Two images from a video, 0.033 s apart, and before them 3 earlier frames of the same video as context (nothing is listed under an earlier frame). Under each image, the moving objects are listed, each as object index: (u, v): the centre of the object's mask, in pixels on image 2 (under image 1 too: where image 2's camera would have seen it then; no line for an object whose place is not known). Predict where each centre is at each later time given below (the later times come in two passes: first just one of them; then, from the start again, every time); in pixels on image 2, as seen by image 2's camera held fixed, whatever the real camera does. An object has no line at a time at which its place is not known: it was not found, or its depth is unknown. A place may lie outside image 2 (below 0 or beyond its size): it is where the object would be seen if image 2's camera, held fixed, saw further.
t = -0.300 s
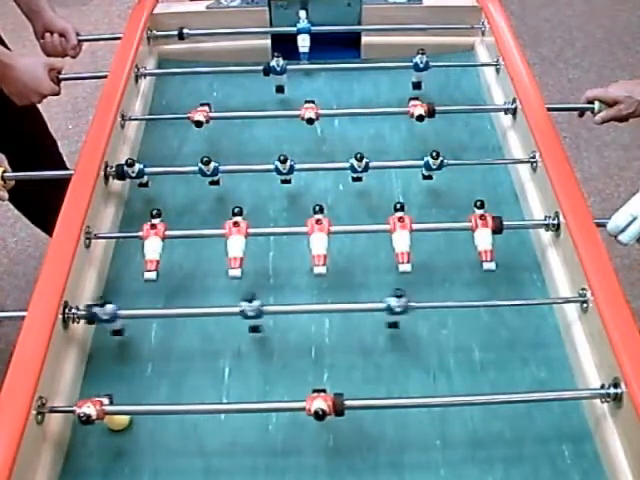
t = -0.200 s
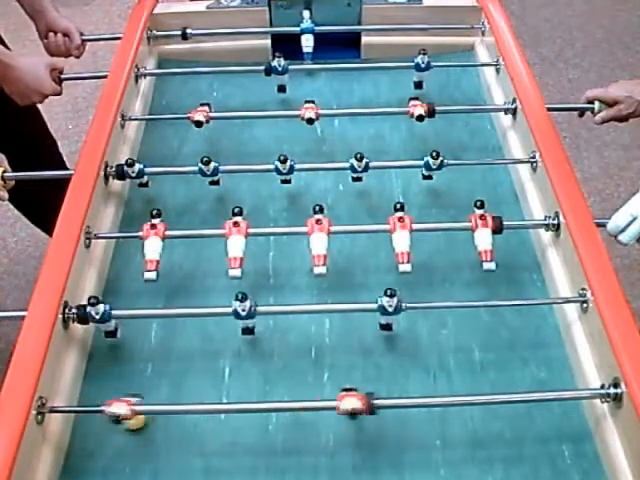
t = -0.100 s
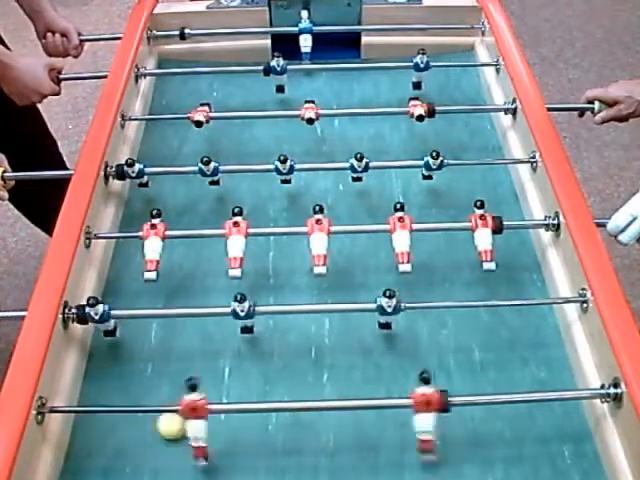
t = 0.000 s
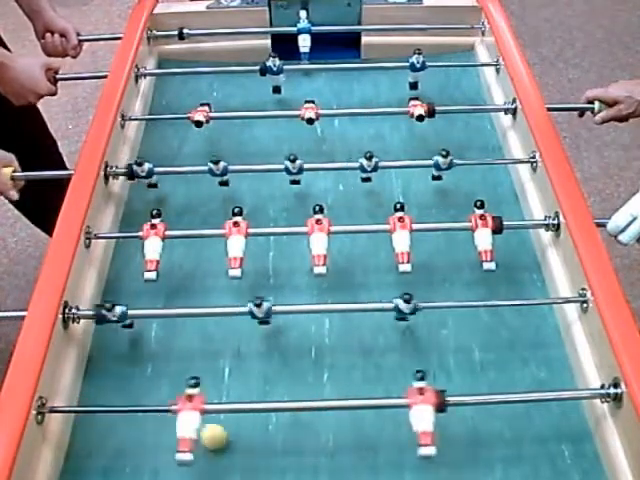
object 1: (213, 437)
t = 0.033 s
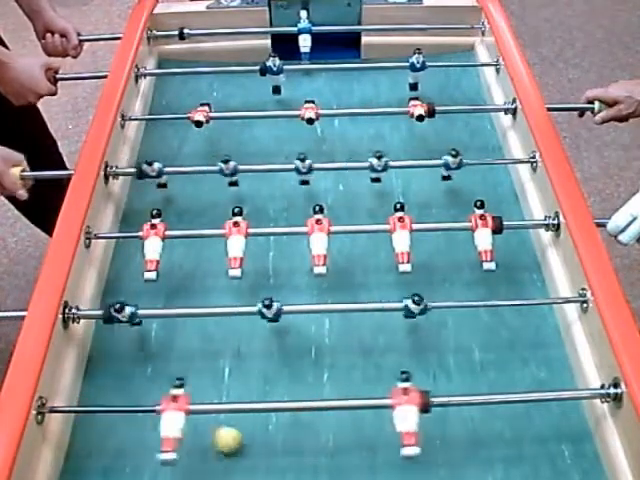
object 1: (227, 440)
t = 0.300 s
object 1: (341, 464)
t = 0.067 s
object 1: (241, 443)
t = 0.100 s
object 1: (255, 447)
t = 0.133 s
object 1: (269, 450)
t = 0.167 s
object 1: (283, 453)
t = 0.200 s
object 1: (298, 456)
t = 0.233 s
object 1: (312, 458)
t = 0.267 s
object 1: (326, 461)
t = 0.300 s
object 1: (341, 464)
